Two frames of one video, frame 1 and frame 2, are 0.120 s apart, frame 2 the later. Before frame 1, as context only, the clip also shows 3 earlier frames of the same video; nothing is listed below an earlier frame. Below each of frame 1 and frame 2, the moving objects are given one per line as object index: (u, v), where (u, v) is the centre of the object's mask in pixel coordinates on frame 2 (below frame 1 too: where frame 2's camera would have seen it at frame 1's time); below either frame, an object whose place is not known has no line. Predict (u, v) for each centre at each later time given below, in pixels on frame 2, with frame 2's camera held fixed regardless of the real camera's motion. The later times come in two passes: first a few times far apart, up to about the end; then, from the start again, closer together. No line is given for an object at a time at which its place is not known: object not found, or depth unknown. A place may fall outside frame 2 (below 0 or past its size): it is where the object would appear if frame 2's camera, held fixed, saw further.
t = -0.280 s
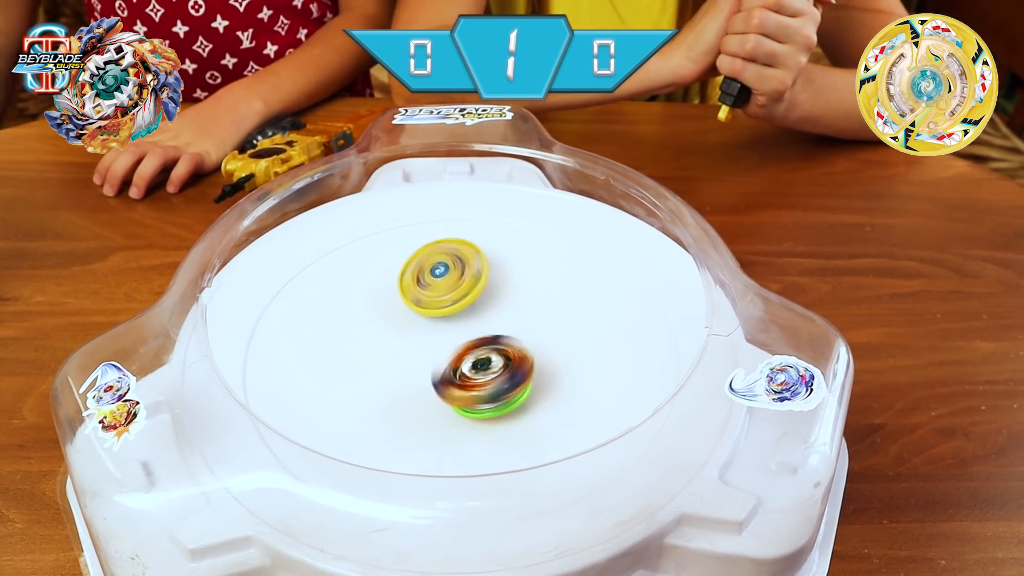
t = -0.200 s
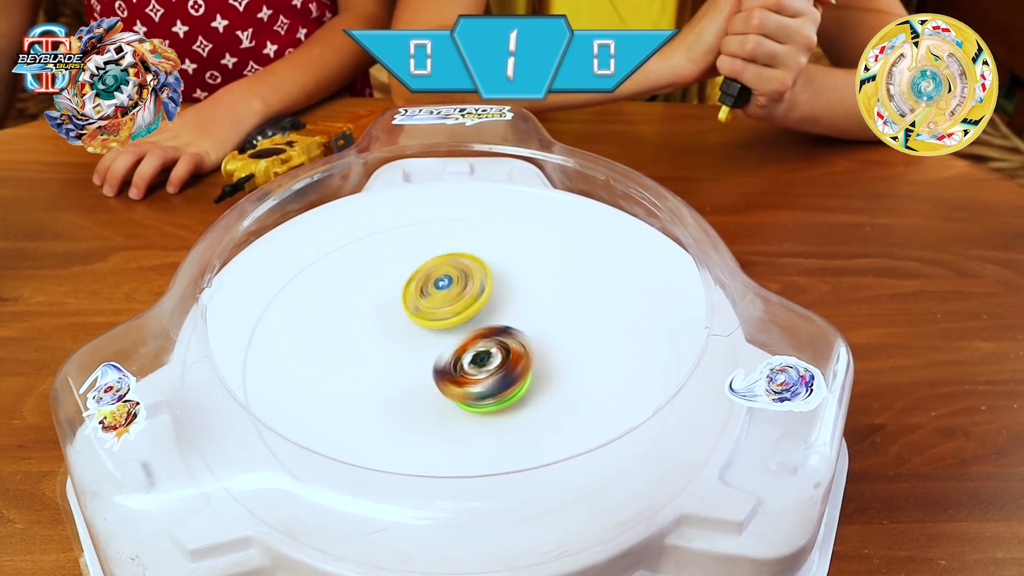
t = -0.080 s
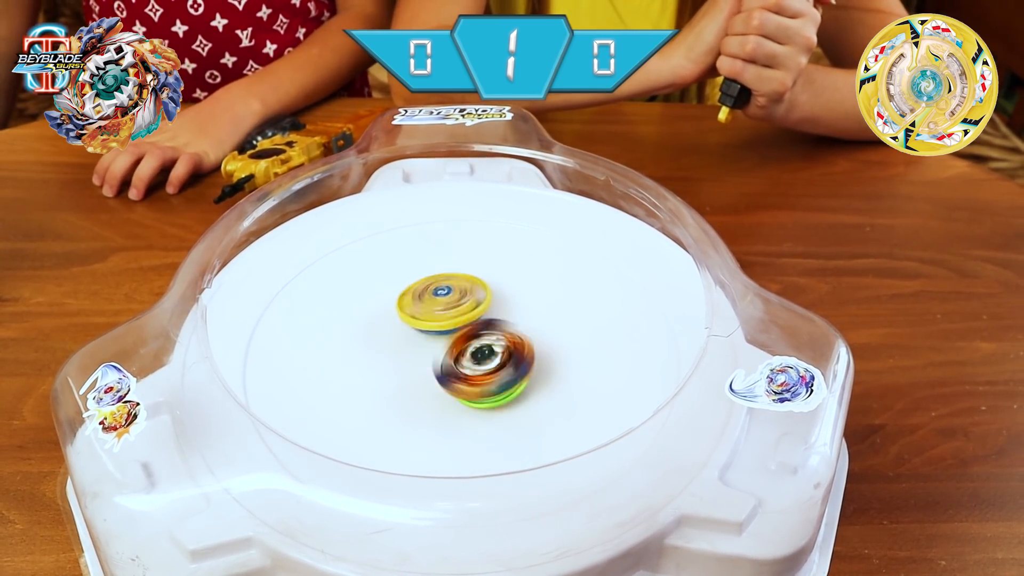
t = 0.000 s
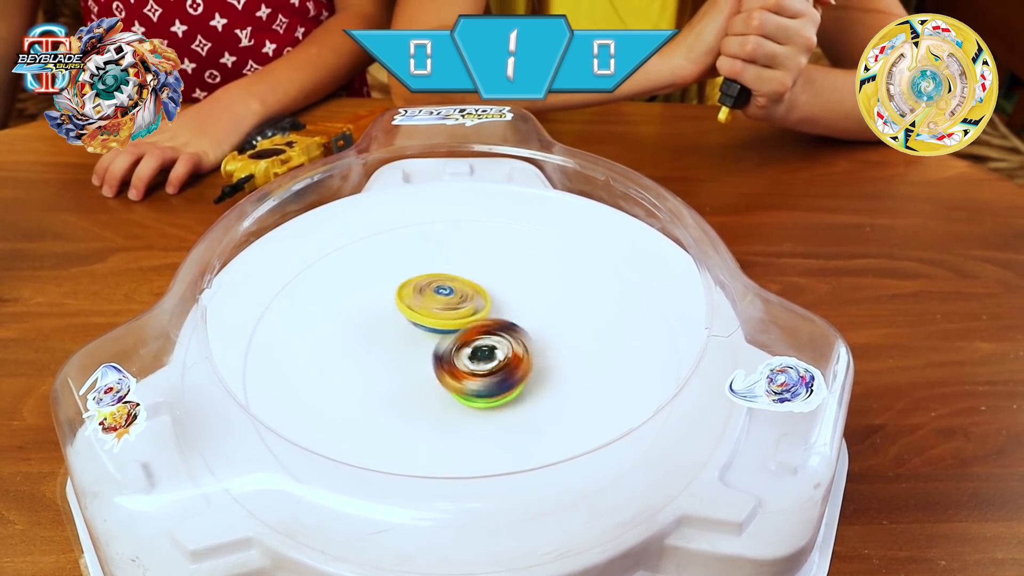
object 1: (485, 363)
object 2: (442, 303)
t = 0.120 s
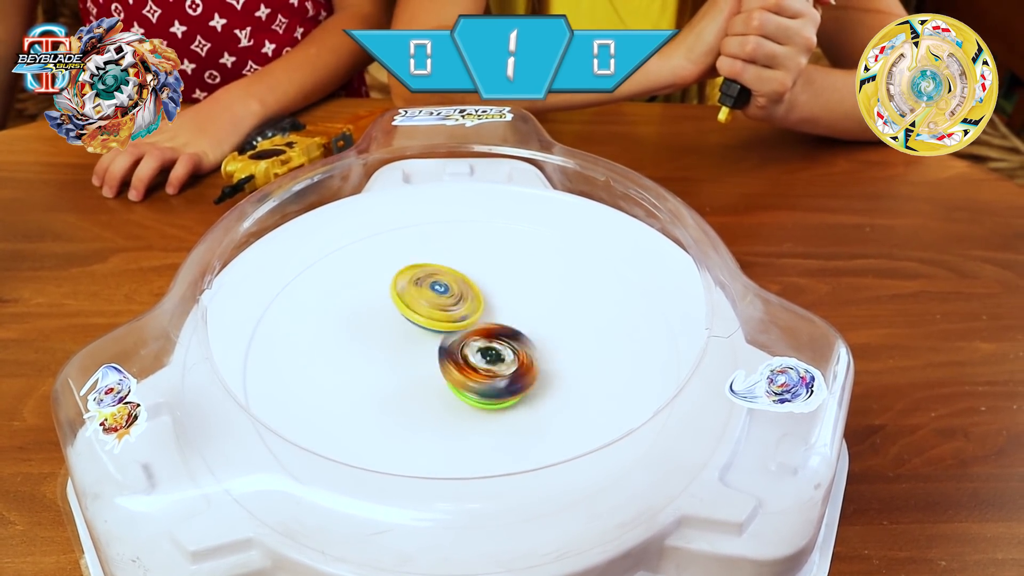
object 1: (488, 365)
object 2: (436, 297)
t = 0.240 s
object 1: (481, 367)
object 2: (436, 297)
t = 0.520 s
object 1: (487, 371)
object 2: (438, 304)
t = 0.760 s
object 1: (484, 370)
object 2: (424, 313)
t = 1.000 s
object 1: (477, 361)
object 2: (413, 312)
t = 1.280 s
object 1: (498, 384)
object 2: (421, 308)
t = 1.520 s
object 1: (516, 375)
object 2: (412, 321)
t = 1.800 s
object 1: (492, 347)
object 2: (400, 314)
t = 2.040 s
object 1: (481, 355)
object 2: (406, 307)
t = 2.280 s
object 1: (501, 361)
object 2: (414, 330)
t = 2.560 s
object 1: (514, 339)
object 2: (388, 350)
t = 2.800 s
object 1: (504, 341)
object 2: (398, 354)
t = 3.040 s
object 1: (497, 350)
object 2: (408, 369)
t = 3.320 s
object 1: (508, 348)
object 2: (419, 372)
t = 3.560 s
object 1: (523, 354)
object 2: (432, 372)
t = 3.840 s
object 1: (523, 354)
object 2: (436, 372)
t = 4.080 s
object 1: (524, 354)
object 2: (437, 371)
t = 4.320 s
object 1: (524, 355)
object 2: (437, 371)
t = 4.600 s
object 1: (524, 355)
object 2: (437, 371)
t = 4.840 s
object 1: (524, 355)
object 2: (437, 371)
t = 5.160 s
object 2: (437, 371)
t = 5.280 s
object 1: (525, 355)
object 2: (437, 372)
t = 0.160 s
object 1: (487, 365)
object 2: (437, 297)
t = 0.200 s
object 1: (484, 366)
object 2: (436, 296)
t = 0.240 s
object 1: (481, 367)
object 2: (436, 297)
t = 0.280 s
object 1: (481, 368)
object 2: (434, 298)
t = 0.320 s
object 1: (483, 369)
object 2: (432, 299)
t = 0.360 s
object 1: (483, 368)
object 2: (433, 300)
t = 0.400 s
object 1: (483, 366)
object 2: (434, 303)
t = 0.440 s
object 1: (482, 367)
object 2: (436, 303)
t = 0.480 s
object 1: (485, 371)
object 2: (437, 302)
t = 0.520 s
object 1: (487, 371)
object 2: (438, 304)
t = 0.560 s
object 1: (488, 372)
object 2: (436, 307)
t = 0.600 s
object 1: (488, 372)
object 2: (432, 308)
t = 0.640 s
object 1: (488, 371)
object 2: (433, 310)
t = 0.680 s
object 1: (486, 370)
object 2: (430, 313)
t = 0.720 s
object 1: (483, 369)
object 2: (428, 314)
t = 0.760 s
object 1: (484, 370)
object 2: (424, 313)
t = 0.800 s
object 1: (487, 369)
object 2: (419, 312)
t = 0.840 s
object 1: (487, 366)
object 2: (415, 312)
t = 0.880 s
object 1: (483, 365)
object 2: (417, 310)
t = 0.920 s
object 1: (482, 363)
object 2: (415, 309)
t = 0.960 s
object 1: (480, 362)
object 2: (415, 310)
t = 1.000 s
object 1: (477, 361)
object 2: (413, 312)
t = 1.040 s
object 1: (474, 359)
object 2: (412, 312)
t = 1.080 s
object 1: (475, 360)
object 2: (414, 311)
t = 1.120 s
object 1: (479, 362)
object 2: (418, 310)
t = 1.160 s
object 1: (483, 369)
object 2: (419, 310)
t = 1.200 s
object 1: (489, 377)
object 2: (419, 306)
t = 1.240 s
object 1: (494, 382)
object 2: (420, 306)
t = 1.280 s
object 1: (498, 384)
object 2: (421, 308)
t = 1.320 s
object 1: (504, 385)
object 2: (418, 311)
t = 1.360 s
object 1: (509, 385)
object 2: (415, 312)
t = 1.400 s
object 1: (512, 384)
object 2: (417, 314)
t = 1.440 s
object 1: (515, 381)
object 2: (416, 317)
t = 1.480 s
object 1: (518, 378)
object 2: (413, 319)
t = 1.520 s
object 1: (516, 375)
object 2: (412, 321)
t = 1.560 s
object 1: (513, 371)
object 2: (411, 323)
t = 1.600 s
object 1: (512, 365)
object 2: (410, 323)
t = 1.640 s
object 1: (508, 359)
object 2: (410, 323)
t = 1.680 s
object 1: (499, 356)
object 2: (412, 323)
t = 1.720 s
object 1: (499, 353)
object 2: (406, 320)
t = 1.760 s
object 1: (498, 349)
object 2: (404, 317)
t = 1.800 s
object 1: (492, 347)
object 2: (400, 314)
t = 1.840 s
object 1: (486, 349)
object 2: (399, 313)
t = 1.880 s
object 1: (482, 348)
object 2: (400, 312)
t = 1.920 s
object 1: (478, 346)
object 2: (400, 311)
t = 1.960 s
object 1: (476, 347)
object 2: (401, 307)
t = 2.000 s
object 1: (477, 351)
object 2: (404, 306)
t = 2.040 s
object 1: (481, 355)
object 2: (406, 307)
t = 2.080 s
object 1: (487, 360)
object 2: (410, 306)
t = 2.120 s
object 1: (489, 363)
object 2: (411, 309)
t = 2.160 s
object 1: (491, 364)
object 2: (411, 313)
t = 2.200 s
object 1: (496, 364)
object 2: (412, 317)
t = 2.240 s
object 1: (498, 363)
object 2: (415, 322)
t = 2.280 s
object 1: (501, 361)
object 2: (414, 330)
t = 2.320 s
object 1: (499, 359)
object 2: (412, 336)
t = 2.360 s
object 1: (497, 357)
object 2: (411, 341)
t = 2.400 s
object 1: (504, 352)
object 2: (404, 344)
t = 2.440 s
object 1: (514, 349)
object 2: (395, 349)
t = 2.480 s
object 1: (517, 346)
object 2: (391, 350)
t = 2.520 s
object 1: (516, 341)
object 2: (389, 351)
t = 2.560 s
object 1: (514, 339)
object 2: (388, 350)
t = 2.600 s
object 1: (512, 338)
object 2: (387, 349)
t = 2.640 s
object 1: (512, 336)
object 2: (384, 349)
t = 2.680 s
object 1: (512, 337)
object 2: (387, 351)
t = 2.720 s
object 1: (510, 337)
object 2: (389, 352)
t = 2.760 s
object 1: (508, 339)
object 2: (393, 353)
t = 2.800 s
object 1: (504, 341)
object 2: (398, 354)
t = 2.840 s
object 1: (502, 345)
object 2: (404, 357)
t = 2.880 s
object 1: (501, 347)
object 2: (403, 361)
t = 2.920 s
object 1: (497, 348)
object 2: (405, 362)
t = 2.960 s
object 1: (496, 349)
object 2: (405, 364)
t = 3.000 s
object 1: (497, 350)
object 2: (406, 367)
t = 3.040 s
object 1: (497, 350)
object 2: (408, 369)
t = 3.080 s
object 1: (496, 350)
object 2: (407, 370)
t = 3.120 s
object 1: (495, 350)
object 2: (406, 371)
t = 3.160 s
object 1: (497, 350)
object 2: (408, 370)
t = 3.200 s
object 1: (497, 350)
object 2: (410, 371)
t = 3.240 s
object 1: (499, 349)
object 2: (412, 373)
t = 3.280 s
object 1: (503, 349)
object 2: (415, 374)
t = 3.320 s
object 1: (508, 348)
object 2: (419, 372)
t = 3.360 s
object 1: (513, 349)
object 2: (423, 370)
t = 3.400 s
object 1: (517, 350)
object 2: (426, 369)
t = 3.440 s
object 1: (520, 351)
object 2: (428, 369)
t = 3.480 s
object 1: (522, 352)
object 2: (428, 371)
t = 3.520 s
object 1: (522, 353)
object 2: (430, 371)
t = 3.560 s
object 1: (523, 354)
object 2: (432, 372)
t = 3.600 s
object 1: (524, 354)
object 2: (434, 373)
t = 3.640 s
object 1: (525, 355)
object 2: (436, 373)
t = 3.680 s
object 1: (525, 355)
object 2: (437, 373)
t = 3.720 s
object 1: (525, 355)
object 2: (436, 373)
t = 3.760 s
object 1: (524, 355)
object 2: (435, 373)
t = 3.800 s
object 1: (523, 354)
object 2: (436, 373)
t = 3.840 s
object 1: (523, 354)
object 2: (436, 372)
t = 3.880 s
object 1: (524, 353)
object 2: (437, 371)
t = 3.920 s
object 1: (524, 354)
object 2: (437, 371)
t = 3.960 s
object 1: (524, 354)
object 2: (437, 371)
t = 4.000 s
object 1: (524, 355)
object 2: (437, 371)
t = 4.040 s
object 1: (524, 355)
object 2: (437, 370)
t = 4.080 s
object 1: (524, 354)
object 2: (437, 371)
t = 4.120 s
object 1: (524, 354)
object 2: (437, 371)
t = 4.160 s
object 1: (524, 355)
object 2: (437, 371)
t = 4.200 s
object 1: (524, 355)
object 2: (437, 371)
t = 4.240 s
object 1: (524, 354)
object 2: (437, 371)
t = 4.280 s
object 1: (524, 355)
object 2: (437, 371)
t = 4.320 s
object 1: (524, 355)
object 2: (437, 371)
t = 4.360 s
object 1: (524, 355)
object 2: (437, 371)
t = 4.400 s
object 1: (524, 355)
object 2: (437, 371)
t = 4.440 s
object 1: (524, 355)
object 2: (437, 371)
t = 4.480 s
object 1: (524, 355)
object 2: (437, 371)
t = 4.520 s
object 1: (524, 355)
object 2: (437, 371)
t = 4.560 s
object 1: (524, 355)
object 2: (437, 371)
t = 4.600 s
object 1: (524, 355)
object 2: (437, 371)
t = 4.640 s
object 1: (524, 355)
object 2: (437, 371)
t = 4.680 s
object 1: (524, 355)
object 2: (437, 371)
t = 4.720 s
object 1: (524, 355)
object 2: (437, 371)
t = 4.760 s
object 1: (524, 355)
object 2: (437, 371)
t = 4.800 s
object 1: (524, 355)
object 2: (437, 371)
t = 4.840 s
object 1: (524, 355)
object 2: (437, 371)
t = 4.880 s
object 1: (525, 355)
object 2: (437, 371)
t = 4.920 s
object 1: (525, 355)
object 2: (437, 371)
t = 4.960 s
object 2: (437, 371)
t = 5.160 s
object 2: (437, 371)
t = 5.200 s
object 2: (437, 371)
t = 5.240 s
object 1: (525, 355)
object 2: (437, 371)
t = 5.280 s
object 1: (525, 355)
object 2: (437, 372)
